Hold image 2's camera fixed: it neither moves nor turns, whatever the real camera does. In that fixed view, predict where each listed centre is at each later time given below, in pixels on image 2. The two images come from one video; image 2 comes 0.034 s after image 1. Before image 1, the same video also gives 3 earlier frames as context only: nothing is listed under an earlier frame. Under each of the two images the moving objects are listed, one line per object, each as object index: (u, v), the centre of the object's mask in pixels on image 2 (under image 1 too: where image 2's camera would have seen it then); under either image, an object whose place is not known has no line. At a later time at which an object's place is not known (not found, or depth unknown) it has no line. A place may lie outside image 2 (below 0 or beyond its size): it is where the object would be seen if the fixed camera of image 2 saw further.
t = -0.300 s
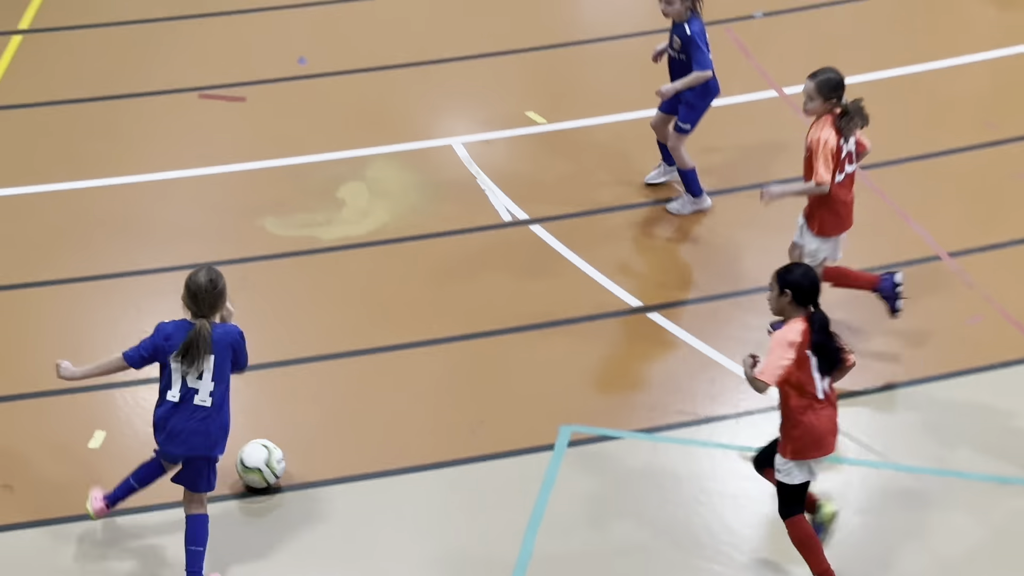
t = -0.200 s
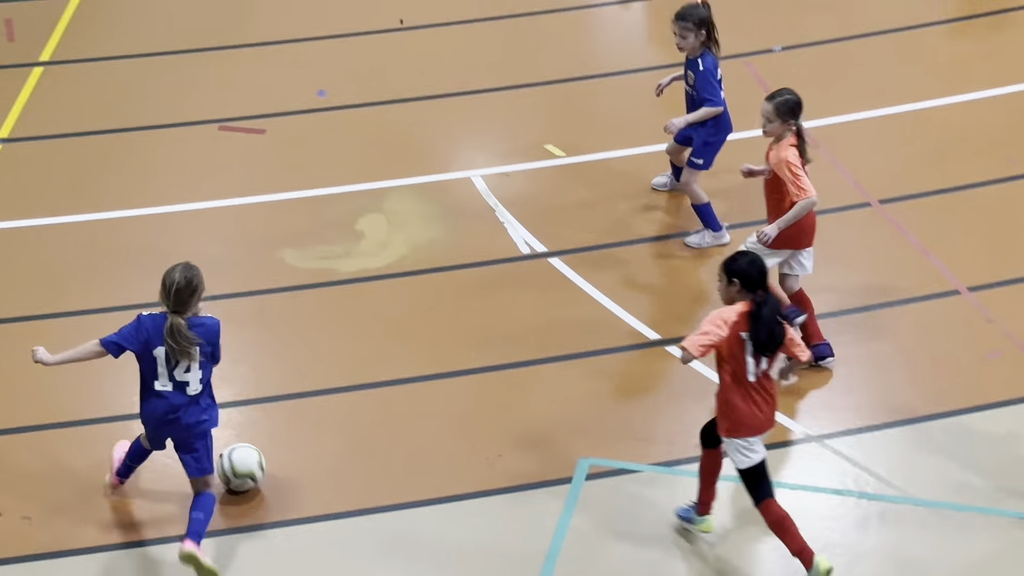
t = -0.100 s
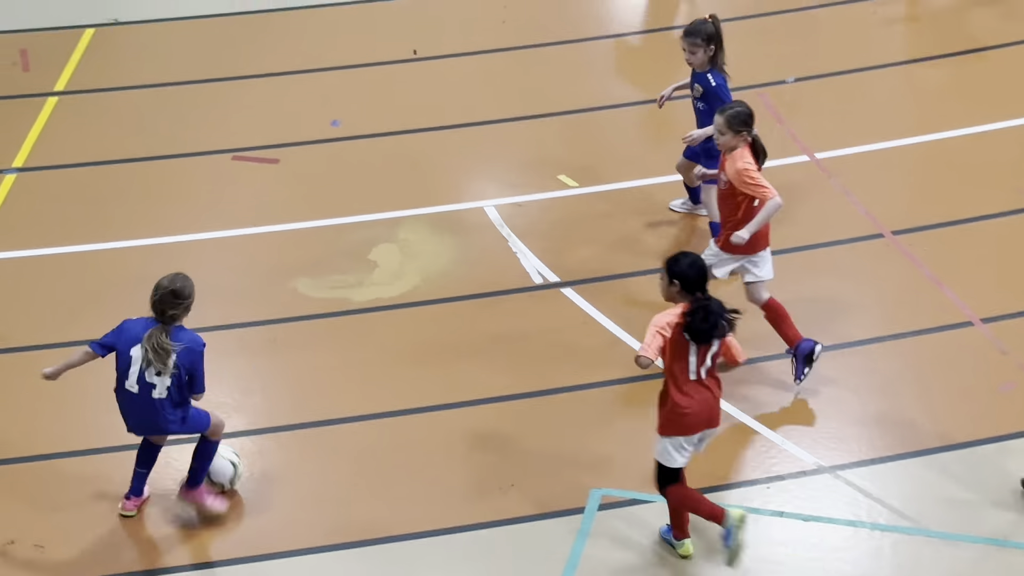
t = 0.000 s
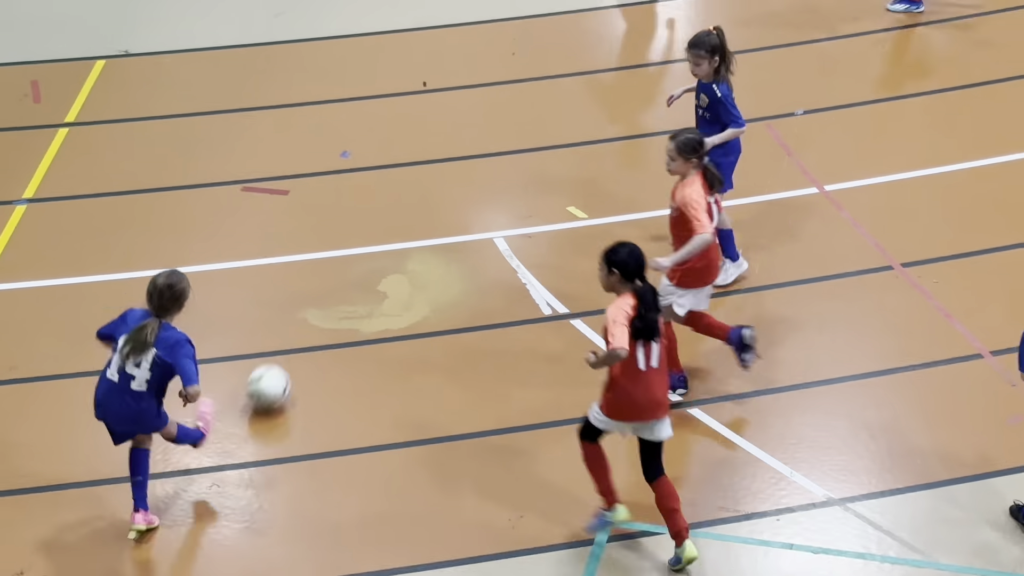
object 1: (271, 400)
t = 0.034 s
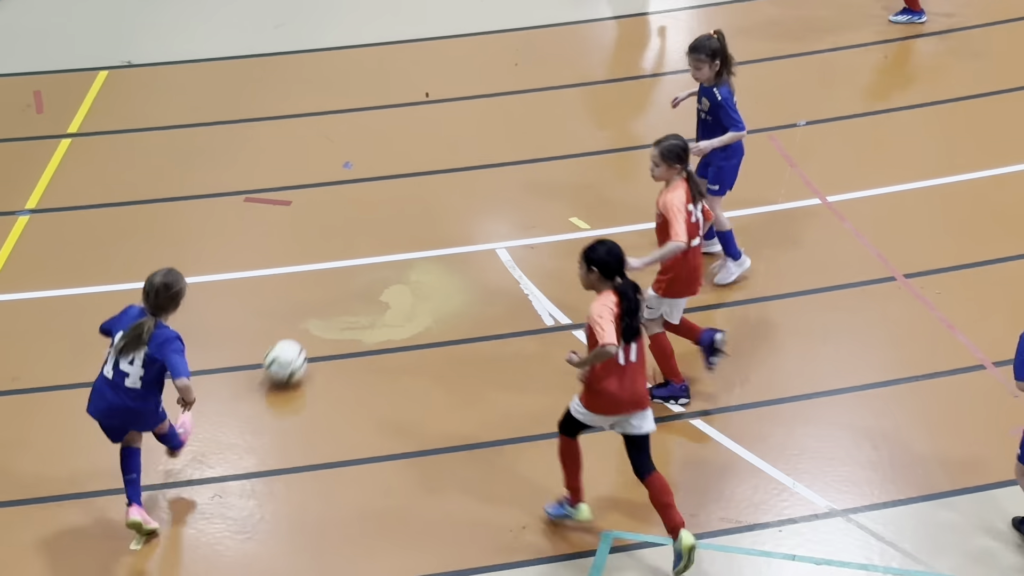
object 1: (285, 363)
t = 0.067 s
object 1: (299, 328)
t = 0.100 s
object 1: (311, 298)
